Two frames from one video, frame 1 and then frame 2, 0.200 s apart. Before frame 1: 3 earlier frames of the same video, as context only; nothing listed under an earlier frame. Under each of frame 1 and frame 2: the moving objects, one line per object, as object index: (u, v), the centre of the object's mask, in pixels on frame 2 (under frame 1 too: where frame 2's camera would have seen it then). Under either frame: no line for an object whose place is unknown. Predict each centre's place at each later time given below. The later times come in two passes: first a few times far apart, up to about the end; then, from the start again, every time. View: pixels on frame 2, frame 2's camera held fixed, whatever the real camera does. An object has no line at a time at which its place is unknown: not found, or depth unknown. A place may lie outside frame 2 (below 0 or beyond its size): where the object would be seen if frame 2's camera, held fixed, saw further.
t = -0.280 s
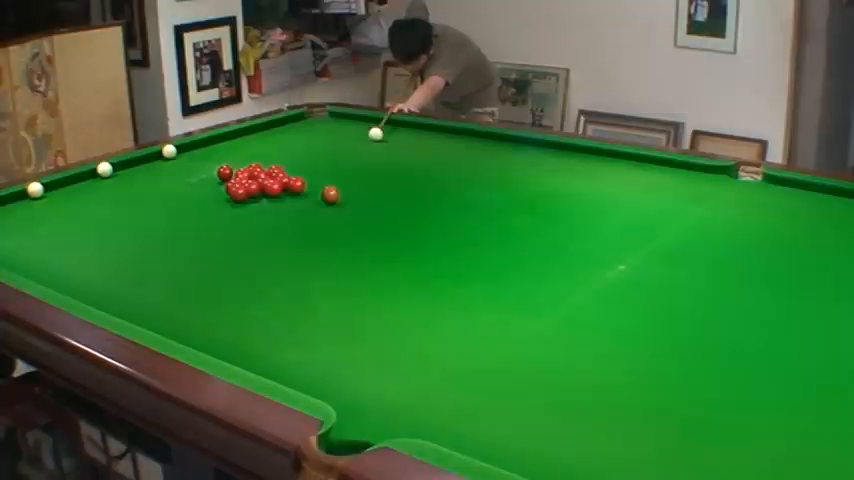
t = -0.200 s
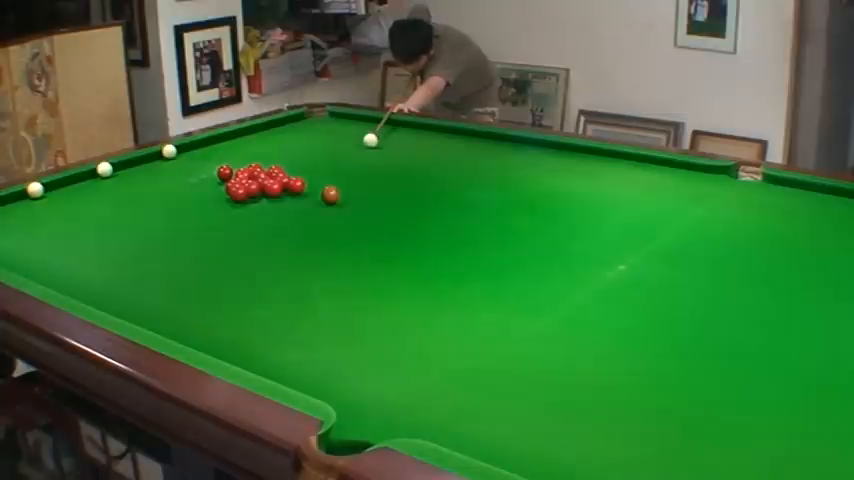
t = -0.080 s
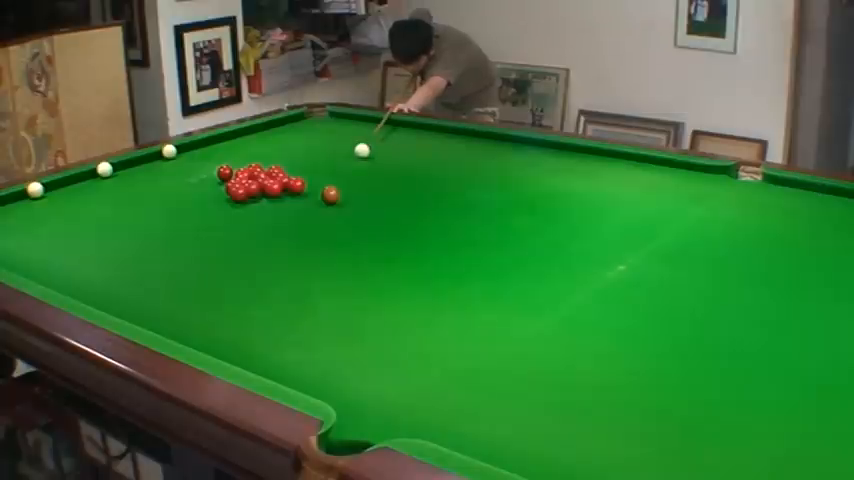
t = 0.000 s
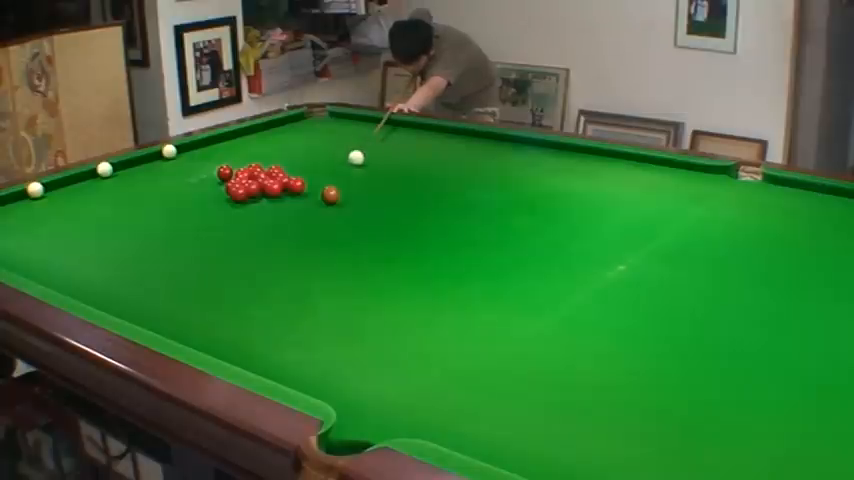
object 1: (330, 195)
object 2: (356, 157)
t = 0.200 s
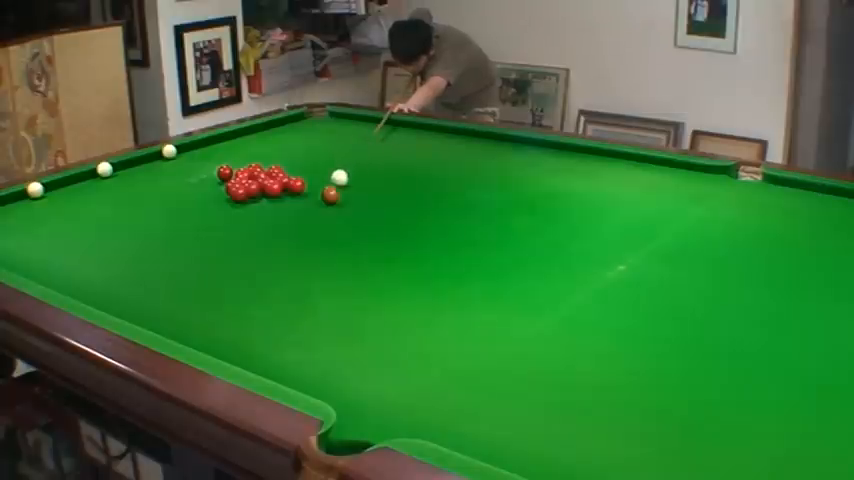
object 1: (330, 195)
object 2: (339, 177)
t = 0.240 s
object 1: (330, 195)
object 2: (336, 181)
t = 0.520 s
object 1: (330, 212)
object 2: (309, 194)
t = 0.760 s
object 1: (330, 231)
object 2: (286, 201)
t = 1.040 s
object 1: (331, 256)
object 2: (261, 208)
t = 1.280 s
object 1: (332, 279)
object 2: (240, 214)
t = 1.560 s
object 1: (332, 309)
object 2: (217, 221)
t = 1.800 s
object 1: (333, 338)
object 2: (199, 226)
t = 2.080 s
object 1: (334, 373)
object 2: (180, 232)
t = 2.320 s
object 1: (343, 401)
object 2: (165, 237)
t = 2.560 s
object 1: (386, 400)
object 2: (152, 240)
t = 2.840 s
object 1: (435, 398)
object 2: (139, 244)
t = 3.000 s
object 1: (460, 396)
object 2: (133, 247)
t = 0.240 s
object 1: (330, 195)
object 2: (336, 181)
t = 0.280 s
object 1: (330, 195)
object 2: (332, 184)
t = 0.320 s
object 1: (330, 196)
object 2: (327, 186)
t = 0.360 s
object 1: (330, 200)
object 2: (323, 188)
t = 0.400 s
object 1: (331, 203)
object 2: (320, 190)
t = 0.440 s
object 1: (330, 206)
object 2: (316, 192)
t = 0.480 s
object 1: (330, 209)
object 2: (312, 193)
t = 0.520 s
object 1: (330, 212)
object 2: (309, 194)
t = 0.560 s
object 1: (330, 215)
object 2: (305, 195)
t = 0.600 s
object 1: (330, 218)
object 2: (301, 196)
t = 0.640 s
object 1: (330, 221)
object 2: (297, 197)
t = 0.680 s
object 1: (330, 225)
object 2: (293, 199)
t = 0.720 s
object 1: (330, 227)
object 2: (290, 200)
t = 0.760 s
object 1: (330, 231)
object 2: (286, 201)
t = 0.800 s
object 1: (330, 234)
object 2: (282, 202)
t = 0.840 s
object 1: (331, 238)
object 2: (278, 203)
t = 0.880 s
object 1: (331, 241)
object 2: (275, 204)
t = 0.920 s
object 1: (331, 245)
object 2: (271, 205)
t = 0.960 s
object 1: (331, 248)
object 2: (268, 206)
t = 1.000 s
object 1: (331, 252)
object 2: (264, 207)
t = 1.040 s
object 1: (331, 256)
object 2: (261, 208)
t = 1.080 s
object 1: (331, 259)
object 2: (257, 209)
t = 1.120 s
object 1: (331, 263)
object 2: (254, 210)
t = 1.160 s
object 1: (332, 267)
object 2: (250, 211)
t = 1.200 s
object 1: (332, 271)
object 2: (247, 212)
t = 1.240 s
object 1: (332, 275)
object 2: (243, 213)
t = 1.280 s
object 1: (332, 279)
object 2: (240, 214)
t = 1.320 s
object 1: (332, 283)
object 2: (236, 215)
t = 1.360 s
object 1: (332, 287)
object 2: (233, 216)
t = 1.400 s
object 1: (332, 291)
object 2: (230, 217)
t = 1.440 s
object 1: (332, 296)
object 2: (227, 218)
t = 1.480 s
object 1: (332, 300)
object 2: (223, 219)
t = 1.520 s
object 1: (332, 305)
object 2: (220, 220)
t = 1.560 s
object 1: (332, 309)
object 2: (217, 221)
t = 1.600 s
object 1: (332, 314)
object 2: (214, 222)
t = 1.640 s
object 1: (332, 318)
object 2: (211, 223)
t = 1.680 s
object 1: (332, 323)
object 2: (208, 224)
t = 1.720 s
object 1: (332, 328)
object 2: (205, 225)
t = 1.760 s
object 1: (332, 333)
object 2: (202, 225)
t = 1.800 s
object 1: (333, 338)
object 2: (199, 226)
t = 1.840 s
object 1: (333, 343)
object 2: (196, 227)
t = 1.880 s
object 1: (333, 348)
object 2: (193, 228)
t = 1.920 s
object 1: (334, 353)
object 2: (191, 229)
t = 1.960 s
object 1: (333, 358)
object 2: (188, 230)
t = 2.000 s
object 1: (333, 363)
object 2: (185, 231)
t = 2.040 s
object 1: (333, 368)
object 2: (182, 231)
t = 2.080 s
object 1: (334, 373)
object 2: (180, 232)
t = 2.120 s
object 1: (334, 379)
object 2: (177, 233)
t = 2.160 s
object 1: (334, 384)
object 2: (175, 234)
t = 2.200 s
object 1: (335, 390)
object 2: (172, 234)
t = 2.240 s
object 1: (336, 394)
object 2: (170, 235)
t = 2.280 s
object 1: (337, 399)
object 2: (168, 236)
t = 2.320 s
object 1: (343, 401)
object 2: (165, 237)
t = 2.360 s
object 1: (349, 402)
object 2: (163, 237)
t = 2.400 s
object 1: (357, 401)
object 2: (161, 238)
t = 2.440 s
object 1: (364, 401)
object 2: (158, 239)
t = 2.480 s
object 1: (372, 401)
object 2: (156, 239)
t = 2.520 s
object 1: (379, 401)
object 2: (154, 240)
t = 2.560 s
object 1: (386, 400)
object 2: (152, 240)
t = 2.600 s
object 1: (394, 400)
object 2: (150, 241)
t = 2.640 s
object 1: (401, 400)
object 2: (148, 242)
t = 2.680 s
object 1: (408, 400)
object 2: (146, 242)
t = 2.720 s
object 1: (415, 399)
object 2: (144, 243)
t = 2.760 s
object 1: (421, 399)
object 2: (143, 243)
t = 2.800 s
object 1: (428, 399)
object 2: (141, 244)
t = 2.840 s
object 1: (435, 398)
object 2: (139, 244)
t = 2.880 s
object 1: (441, 398)
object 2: (138, 245)
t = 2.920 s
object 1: (448, 397)
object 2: (136, 245)
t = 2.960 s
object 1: (454, 397)
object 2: (135, 246)
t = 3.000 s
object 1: (460, 396)
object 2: (133, 247)
